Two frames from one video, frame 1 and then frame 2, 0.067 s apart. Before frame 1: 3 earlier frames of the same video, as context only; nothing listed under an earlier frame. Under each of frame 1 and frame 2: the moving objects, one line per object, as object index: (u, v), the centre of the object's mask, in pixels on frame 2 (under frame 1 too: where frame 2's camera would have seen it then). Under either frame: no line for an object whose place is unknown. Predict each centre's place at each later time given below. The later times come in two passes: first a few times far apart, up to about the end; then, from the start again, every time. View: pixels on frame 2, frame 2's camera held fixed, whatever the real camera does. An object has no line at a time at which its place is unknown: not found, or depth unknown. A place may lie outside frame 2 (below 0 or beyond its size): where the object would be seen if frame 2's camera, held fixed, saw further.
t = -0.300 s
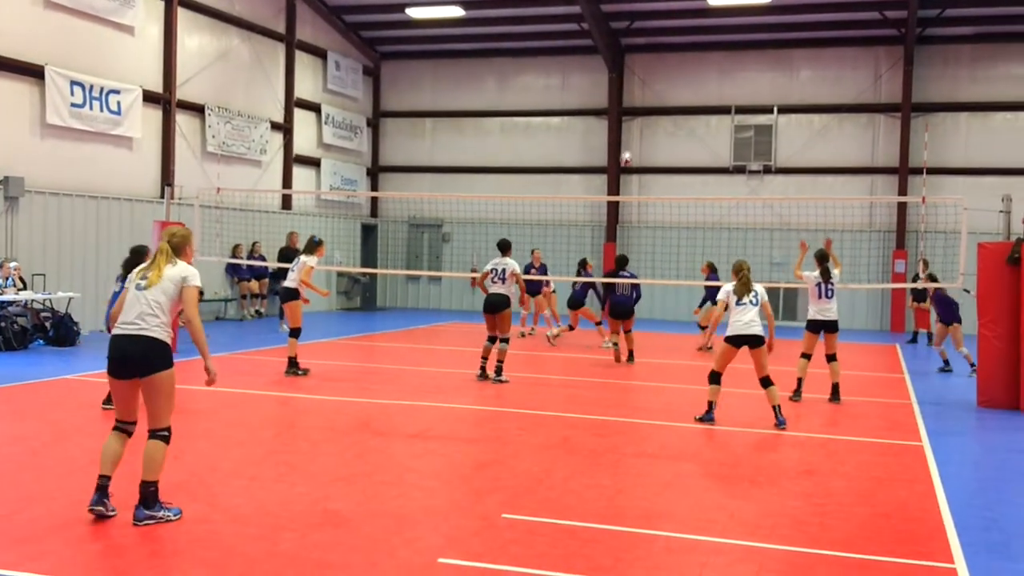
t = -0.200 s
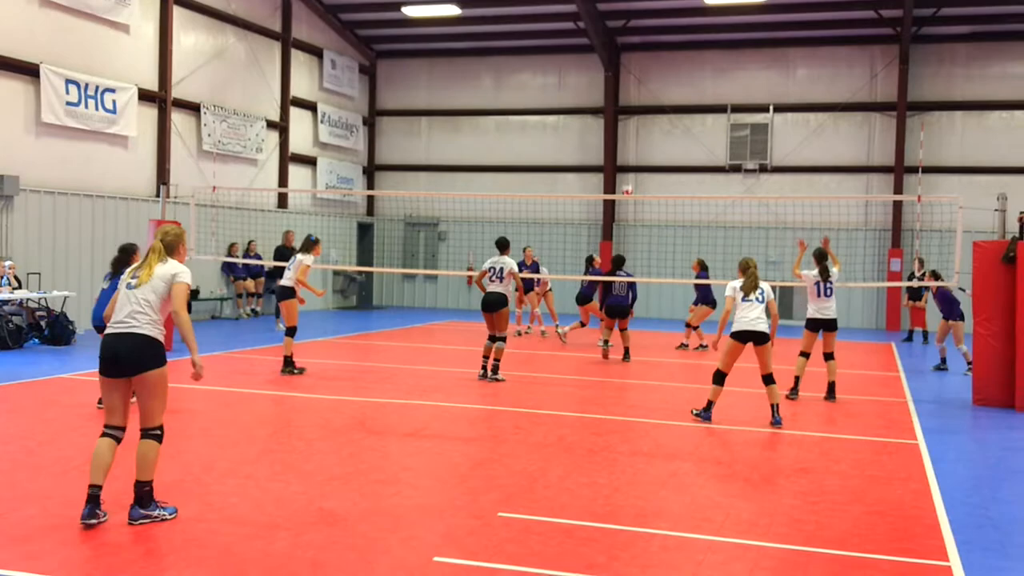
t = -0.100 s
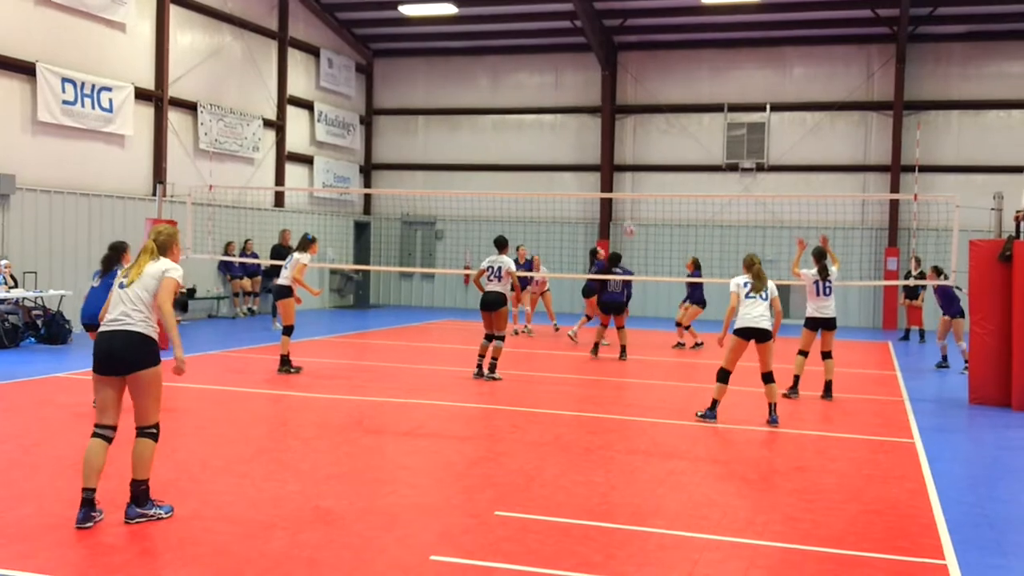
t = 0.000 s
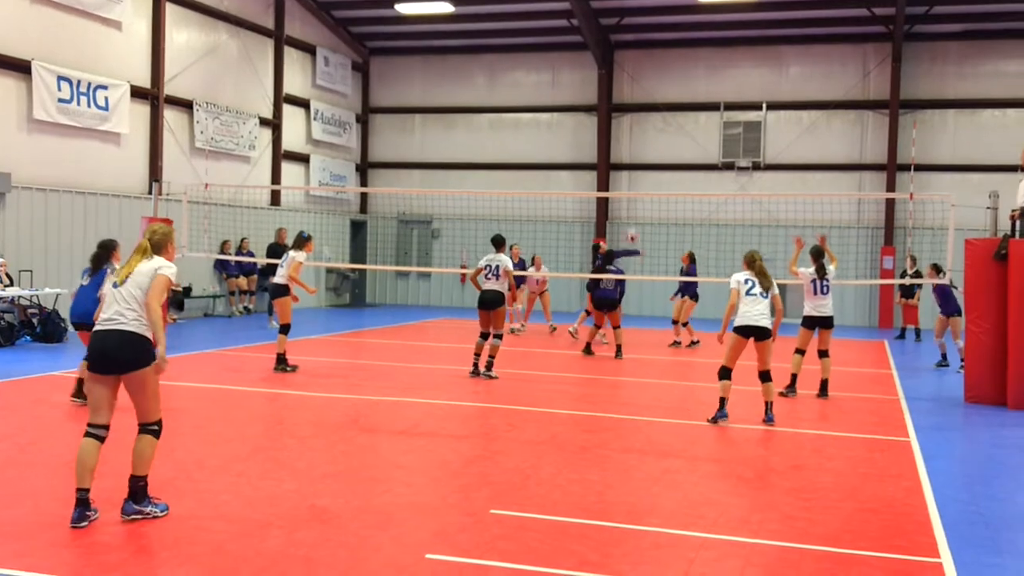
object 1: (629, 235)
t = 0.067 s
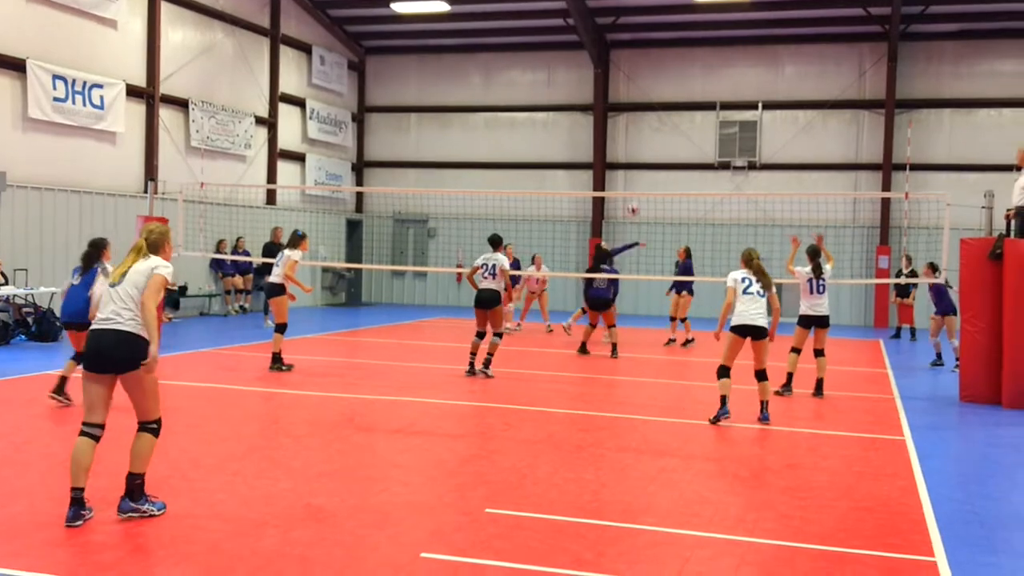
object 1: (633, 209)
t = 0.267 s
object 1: (649, 143)
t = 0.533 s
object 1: (669, 93)
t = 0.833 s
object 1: (692, 92)
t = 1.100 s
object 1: (712, 144)
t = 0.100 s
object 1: (635, 196)
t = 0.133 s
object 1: (639, 184)
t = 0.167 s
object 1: (640, 172)
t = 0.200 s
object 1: (643, 162)
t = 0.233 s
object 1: (646, 152)
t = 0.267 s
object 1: (649, 143)
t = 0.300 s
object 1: (652, 133)
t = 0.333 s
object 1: (654, 126)
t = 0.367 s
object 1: (657, 118)
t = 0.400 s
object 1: (659, 112)
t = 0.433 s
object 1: (661, 106)
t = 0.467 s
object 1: (664, 102)
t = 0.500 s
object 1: (667, 97)
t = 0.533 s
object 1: (669, 93)
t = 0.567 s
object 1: (672, 90)
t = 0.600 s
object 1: (674, 87)
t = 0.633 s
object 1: (677, 86)
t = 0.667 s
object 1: (679, 86)
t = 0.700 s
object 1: (682, 86)
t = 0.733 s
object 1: (684, 86)
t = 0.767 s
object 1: (686, 87)
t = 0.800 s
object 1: (689, 89)
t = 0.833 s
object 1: (692, 92)
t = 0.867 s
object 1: (694, 96)
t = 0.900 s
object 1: (697, 101)
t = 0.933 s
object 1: (700, 105)
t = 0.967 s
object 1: (702, 111)
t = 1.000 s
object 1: (704, 119)
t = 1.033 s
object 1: (707, 127)
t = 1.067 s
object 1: (709, 135)
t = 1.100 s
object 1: (712, 144)
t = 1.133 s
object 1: (715, 155)
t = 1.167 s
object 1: (716, 163)
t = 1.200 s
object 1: (719, 176)
